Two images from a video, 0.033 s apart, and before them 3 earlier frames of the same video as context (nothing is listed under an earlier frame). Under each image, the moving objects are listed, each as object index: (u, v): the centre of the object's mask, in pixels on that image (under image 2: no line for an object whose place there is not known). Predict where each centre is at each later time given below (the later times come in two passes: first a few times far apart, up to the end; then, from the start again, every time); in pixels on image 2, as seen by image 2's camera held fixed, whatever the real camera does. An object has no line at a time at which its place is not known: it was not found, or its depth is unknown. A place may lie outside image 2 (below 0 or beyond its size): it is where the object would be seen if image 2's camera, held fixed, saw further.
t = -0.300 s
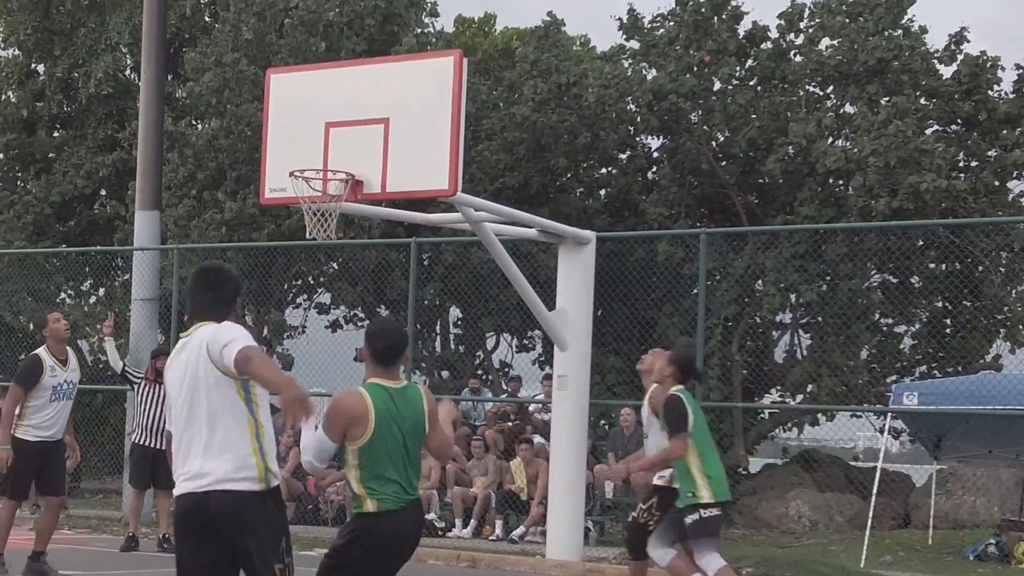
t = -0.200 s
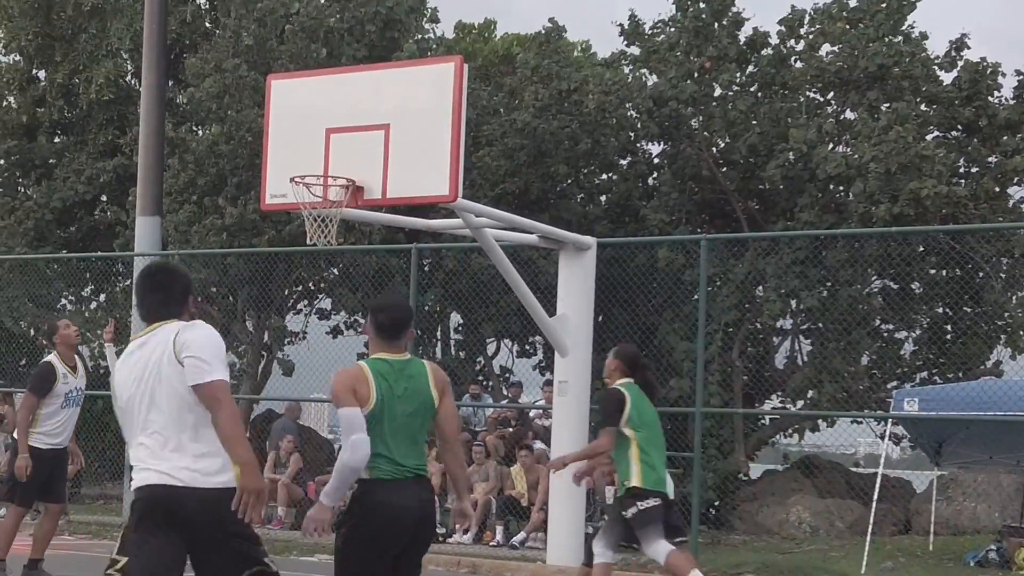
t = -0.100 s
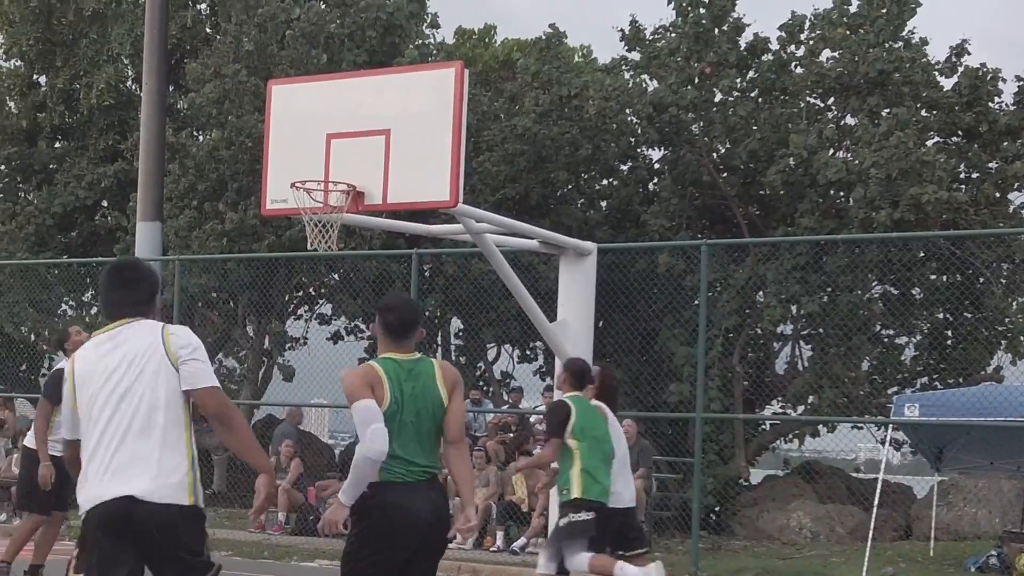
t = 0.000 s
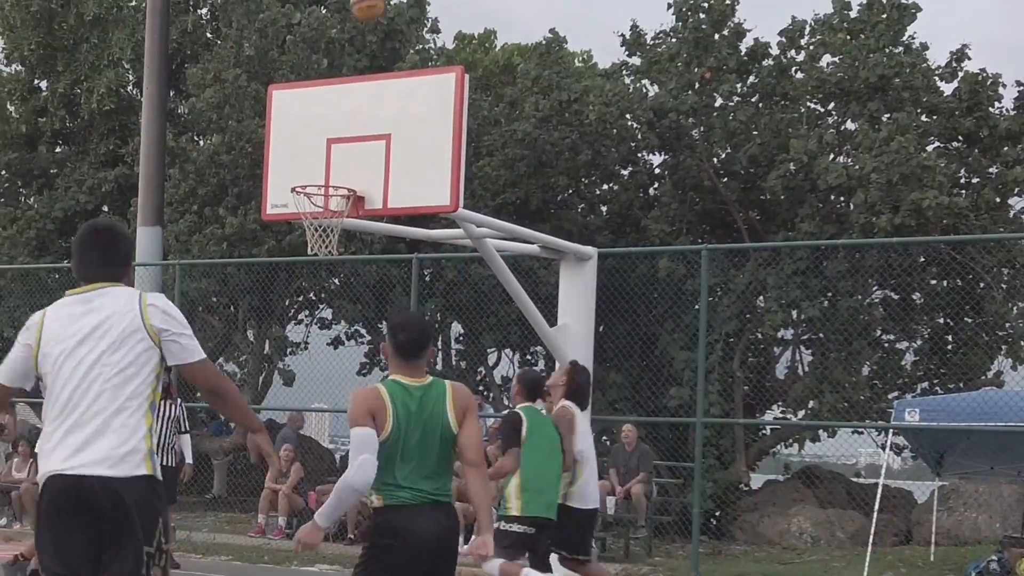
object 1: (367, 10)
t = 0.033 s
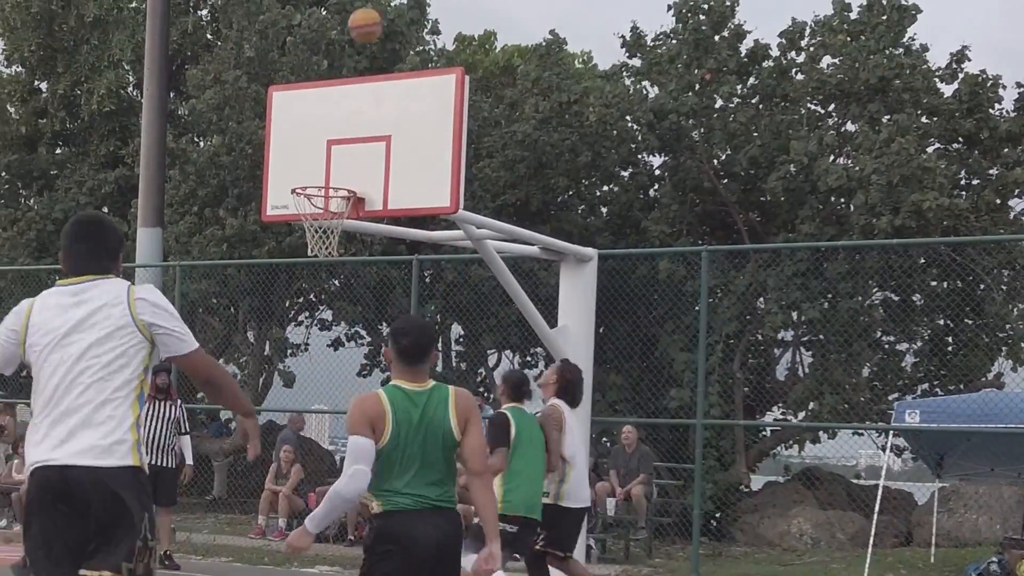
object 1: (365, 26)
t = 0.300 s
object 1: (333, 165)
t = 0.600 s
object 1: (220, 93)
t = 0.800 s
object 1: (148, 110)
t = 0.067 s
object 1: (363, 47)
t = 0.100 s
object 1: (360, 68)
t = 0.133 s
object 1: (358, 91)
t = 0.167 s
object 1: (355, 115)
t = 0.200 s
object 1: (353, 139)
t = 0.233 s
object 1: (350, 165)
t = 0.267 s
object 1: (346, 180)
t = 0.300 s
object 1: (333, 165)
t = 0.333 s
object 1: (320, 150)
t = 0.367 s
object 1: (307, 138)
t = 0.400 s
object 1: (295, 127)
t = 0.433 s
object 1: (283, 118)
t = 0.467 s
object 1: (269, 110)
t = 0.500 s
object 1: (257, 104)
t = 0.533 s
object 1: (245, 98)
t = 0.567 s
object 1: (234, 94)
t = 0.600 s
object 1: (220, 93)
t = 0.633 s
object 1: (209, 92)
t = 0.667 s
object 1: (197, 94)
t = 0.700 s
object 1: (184, 96)
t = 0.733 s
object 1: (171, 98)
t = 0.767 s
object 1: (161, 103)
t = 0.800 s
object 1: (148, 110)
